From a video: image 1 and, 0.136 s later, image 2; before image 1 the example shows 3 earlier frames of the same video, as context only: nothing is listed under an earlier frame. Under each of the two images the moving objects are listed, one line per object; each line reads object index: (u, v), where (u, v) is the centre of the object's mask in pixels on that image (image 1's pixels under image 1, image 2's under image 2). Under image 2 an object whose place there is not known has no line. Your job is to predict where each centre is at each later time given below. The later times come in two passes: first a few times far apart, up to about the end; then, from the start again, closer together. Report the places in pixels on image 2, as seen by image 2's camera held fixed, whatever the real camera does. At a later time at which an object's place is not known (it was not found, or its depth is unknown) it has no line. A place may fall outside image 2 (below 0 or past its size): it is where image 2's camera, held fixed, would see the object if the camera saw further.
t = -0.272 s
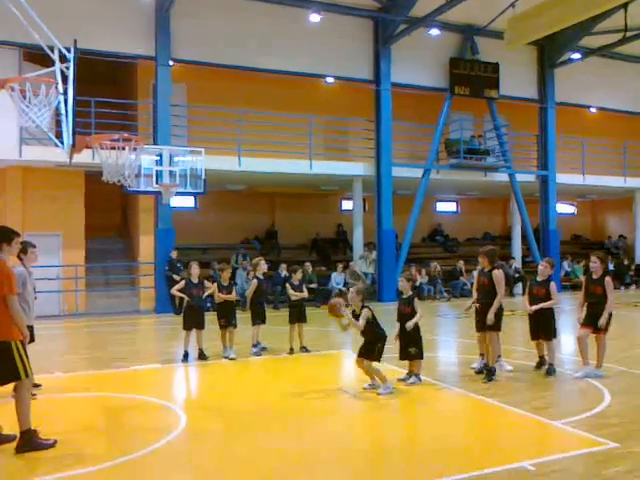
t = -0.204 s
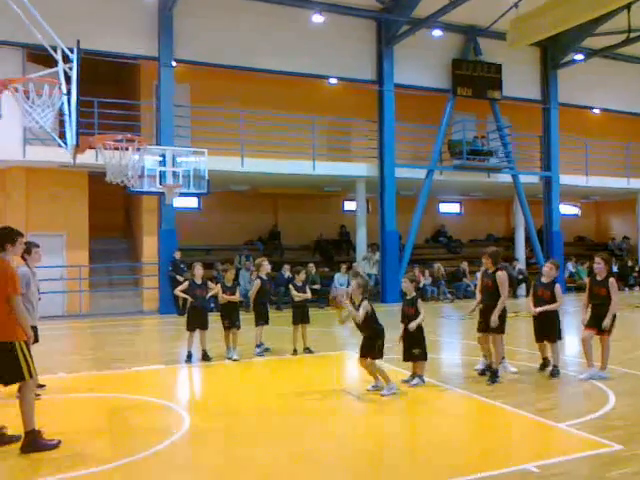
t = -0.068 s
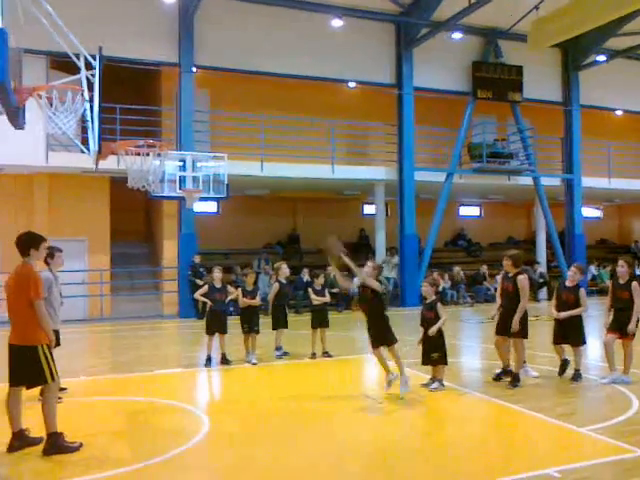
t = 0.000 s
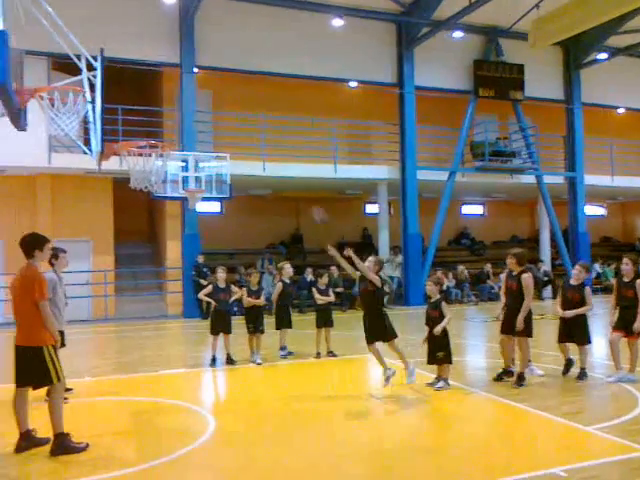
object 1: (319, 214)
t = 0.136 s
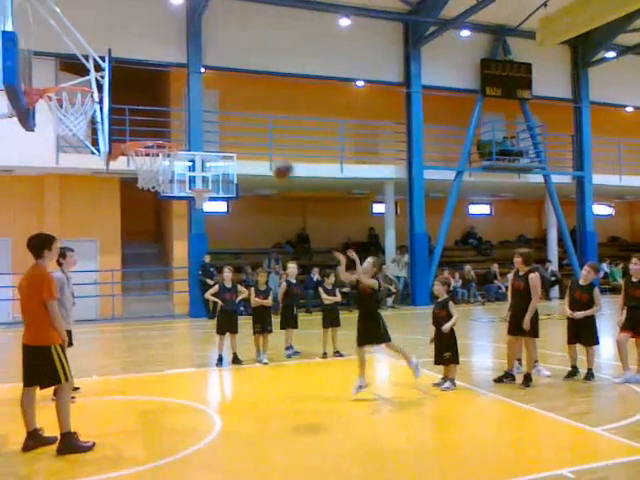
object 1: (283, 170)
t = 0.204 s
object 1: (260, 149)
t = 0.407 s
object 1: (194, 113)
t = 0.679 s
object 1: (140, 122)
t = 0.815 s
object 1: (155, 139)
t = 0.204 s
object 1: (260, 149)
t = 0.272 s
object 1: (239, 133)
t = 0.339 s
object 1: (217, 120)
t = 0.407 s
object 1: (194, 113)
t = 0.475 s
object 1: (172, 108)
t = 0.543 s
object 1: (147, 108)
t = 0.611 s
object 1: (125, 114)
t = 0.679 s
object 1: (140, 122)
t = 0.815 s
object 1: (155, 139)
